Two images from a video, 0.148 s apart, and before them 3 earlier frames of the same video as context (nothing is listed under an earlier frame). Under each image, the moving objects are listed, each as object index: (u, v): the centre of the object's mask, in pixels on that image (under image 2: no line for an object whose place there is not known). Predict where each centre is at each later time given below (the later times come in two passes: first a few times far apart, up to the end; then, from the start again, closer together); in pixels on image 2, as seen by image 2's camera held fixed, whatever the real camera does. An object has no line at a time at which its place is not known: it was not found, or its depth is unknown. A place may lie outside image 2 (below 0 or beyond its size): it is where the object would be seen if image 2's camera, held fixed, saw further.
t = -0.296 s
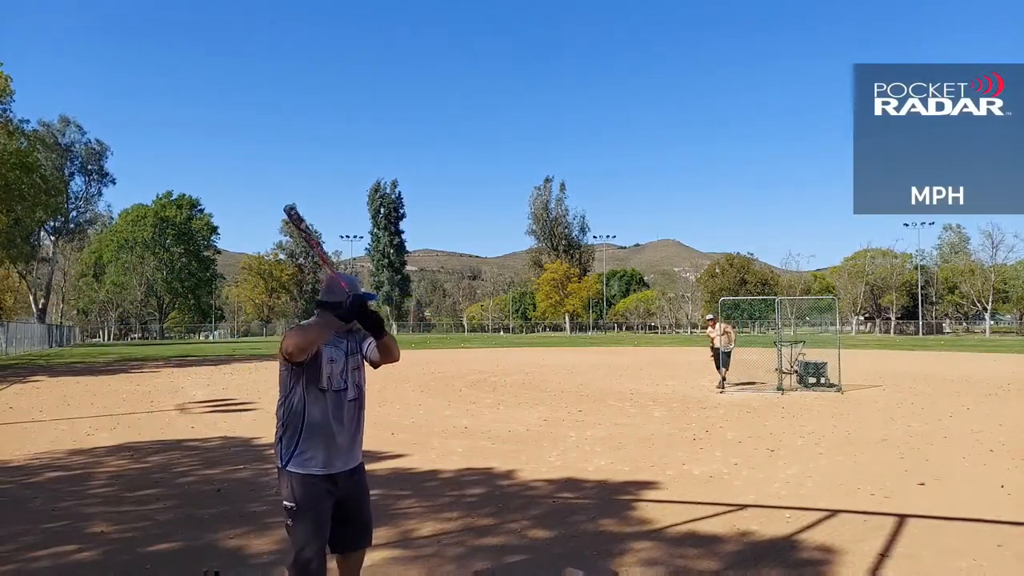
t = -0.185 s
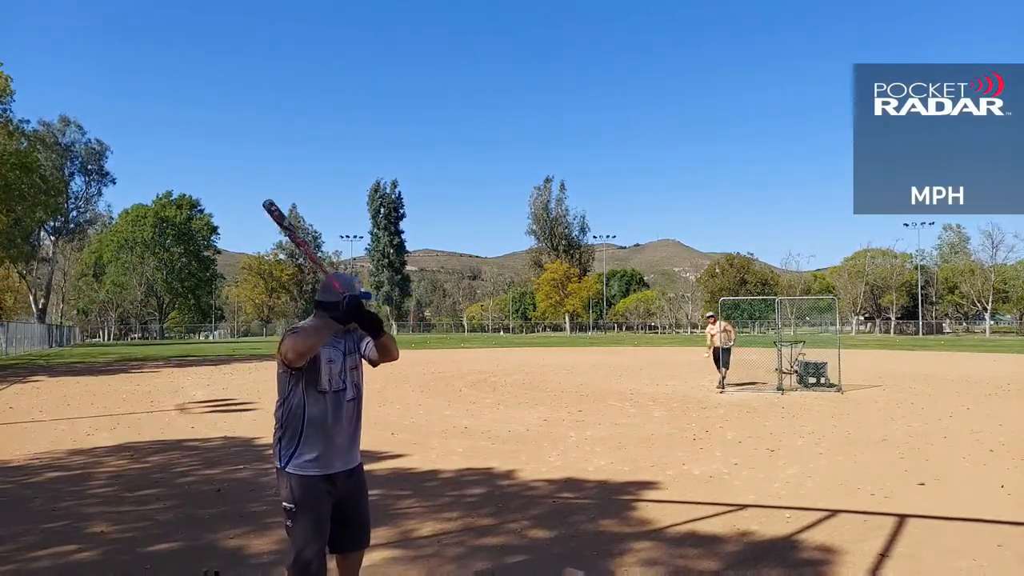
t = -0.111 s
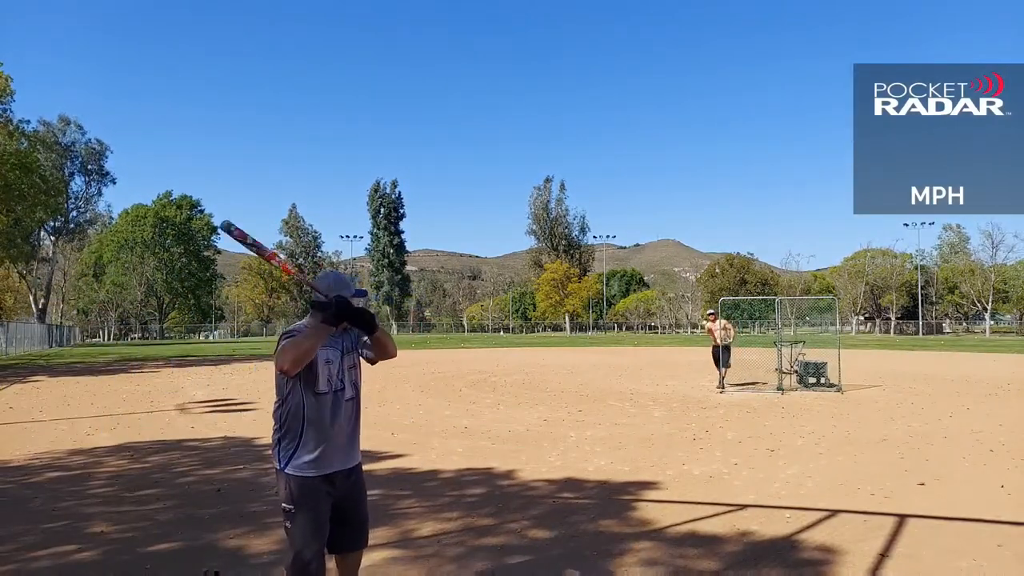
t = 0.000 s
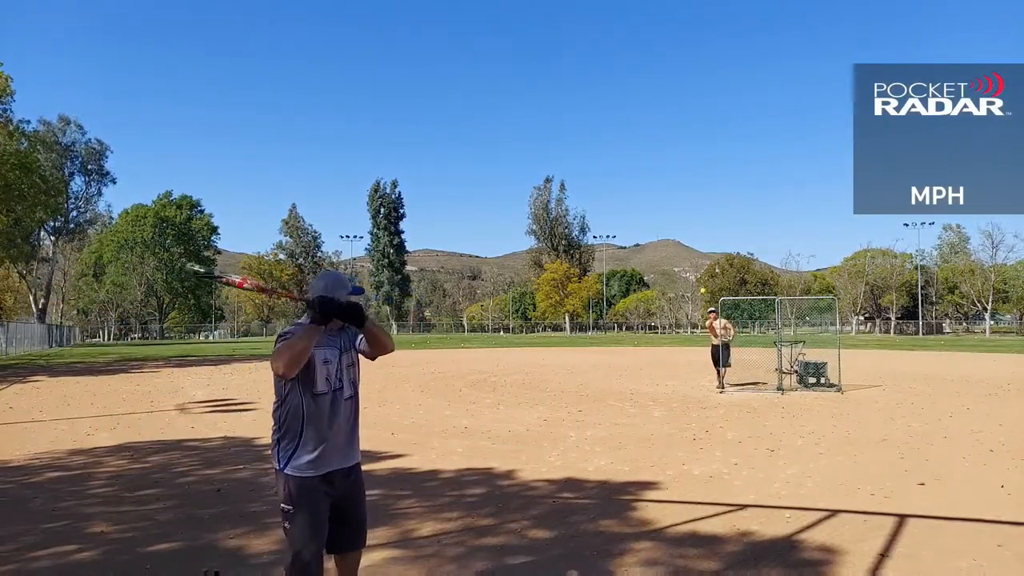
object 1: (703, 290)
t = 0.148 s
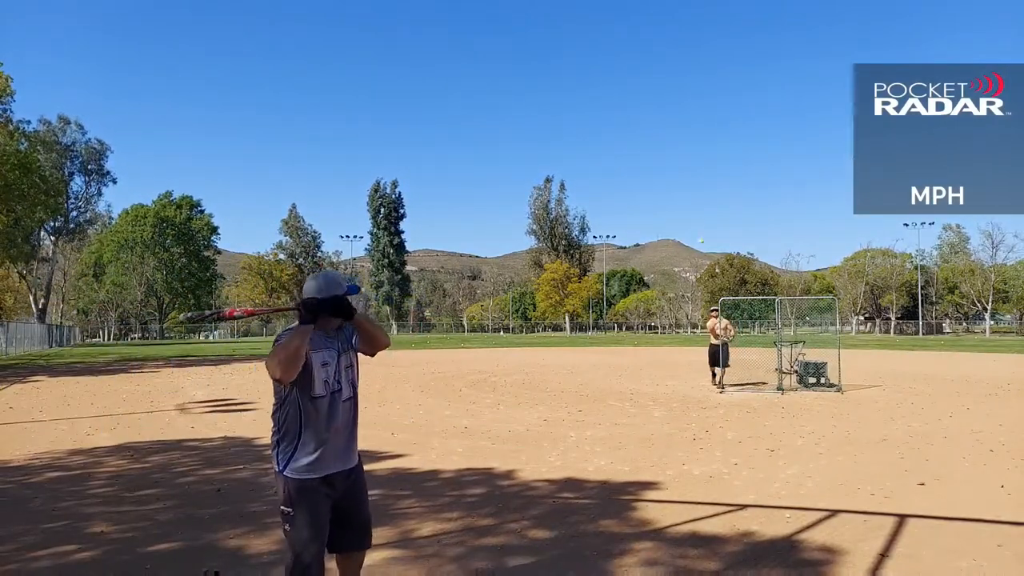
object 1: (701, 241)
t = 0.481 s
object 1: (698, 158)
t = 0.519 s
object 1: (698, 152)
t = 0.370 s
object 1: (698, 180)
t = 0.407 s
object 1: (698, 173)
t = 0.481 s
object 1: (698, 158)
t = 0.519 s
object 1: (698, 152)
